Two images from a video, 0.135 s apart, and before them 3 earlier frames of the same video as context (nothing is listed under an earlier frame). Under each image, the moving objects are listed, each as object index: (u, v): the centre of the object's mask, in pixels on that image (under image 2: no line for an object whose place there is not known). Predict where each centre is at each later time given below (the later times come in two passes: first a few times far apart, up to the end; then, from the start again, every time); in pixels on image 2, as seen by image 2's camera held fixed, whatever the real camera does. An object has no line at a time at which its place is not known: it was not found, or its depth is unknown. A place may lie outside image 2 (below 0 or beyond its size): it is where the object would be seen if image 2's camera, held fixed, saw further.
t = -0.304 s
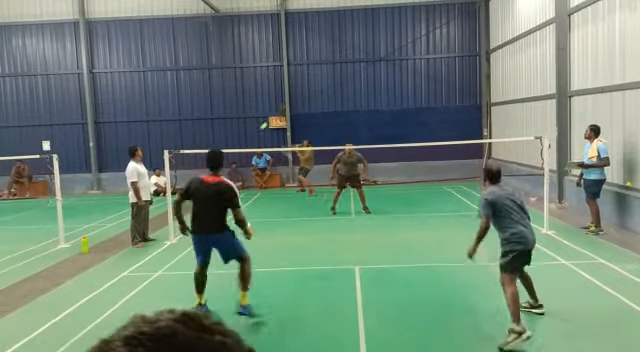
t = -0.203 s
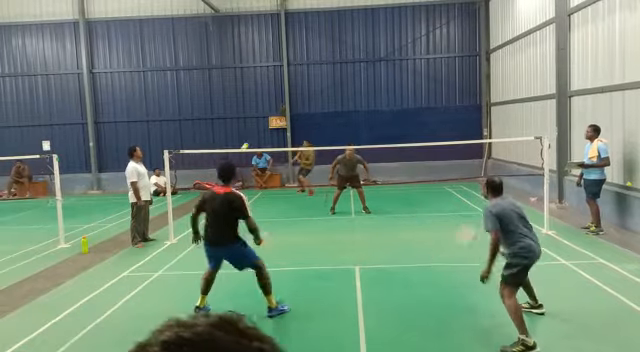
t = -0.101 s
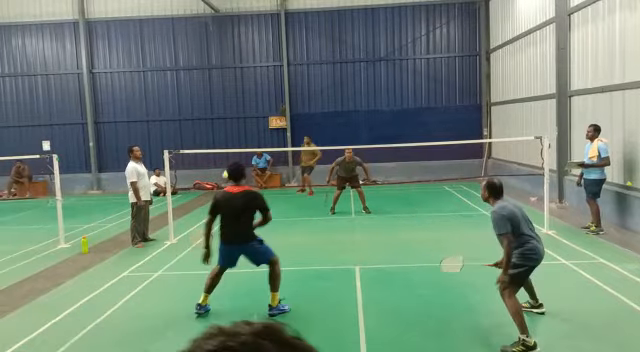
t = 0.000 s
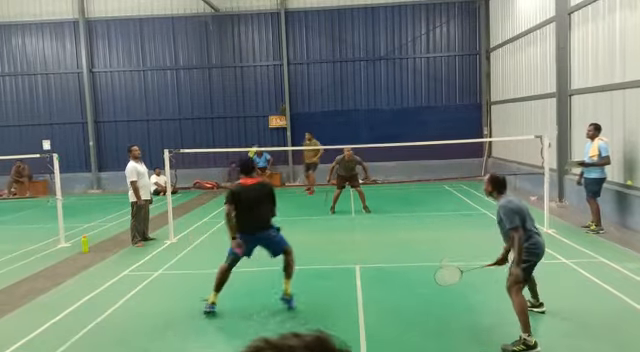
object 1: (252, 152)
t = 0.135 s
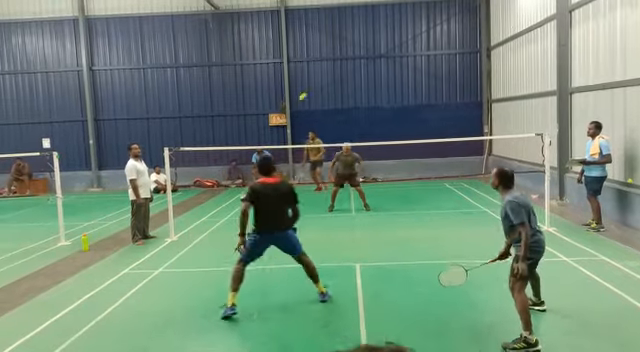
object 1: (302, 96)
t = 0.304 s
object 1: (330, 78)
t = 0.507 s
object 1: (347, 80)
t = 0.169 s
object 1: (309, 90)
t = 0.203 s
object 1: (316, 85)
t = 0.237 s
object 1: (321, 82)
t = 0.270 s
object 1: (326, 79)
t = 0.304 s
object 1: (330, 78)
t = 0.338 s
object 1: (333, 77)
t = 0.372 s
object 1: (337, 77)
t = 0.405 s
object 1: (339, 77)
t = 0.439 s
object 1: (342, 78)
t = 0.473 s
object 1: (345, 79)
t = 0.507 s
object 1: (347, 80)
